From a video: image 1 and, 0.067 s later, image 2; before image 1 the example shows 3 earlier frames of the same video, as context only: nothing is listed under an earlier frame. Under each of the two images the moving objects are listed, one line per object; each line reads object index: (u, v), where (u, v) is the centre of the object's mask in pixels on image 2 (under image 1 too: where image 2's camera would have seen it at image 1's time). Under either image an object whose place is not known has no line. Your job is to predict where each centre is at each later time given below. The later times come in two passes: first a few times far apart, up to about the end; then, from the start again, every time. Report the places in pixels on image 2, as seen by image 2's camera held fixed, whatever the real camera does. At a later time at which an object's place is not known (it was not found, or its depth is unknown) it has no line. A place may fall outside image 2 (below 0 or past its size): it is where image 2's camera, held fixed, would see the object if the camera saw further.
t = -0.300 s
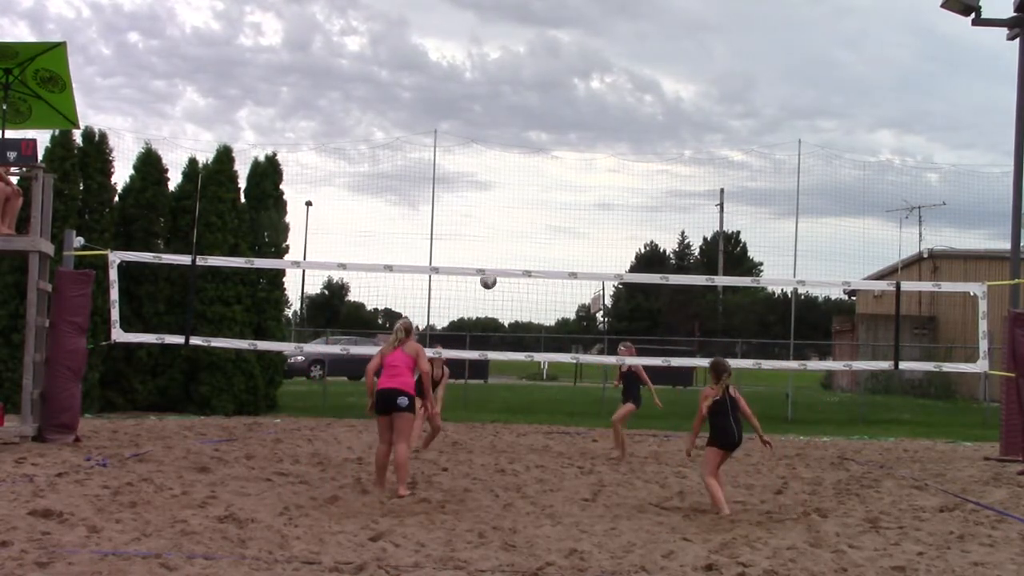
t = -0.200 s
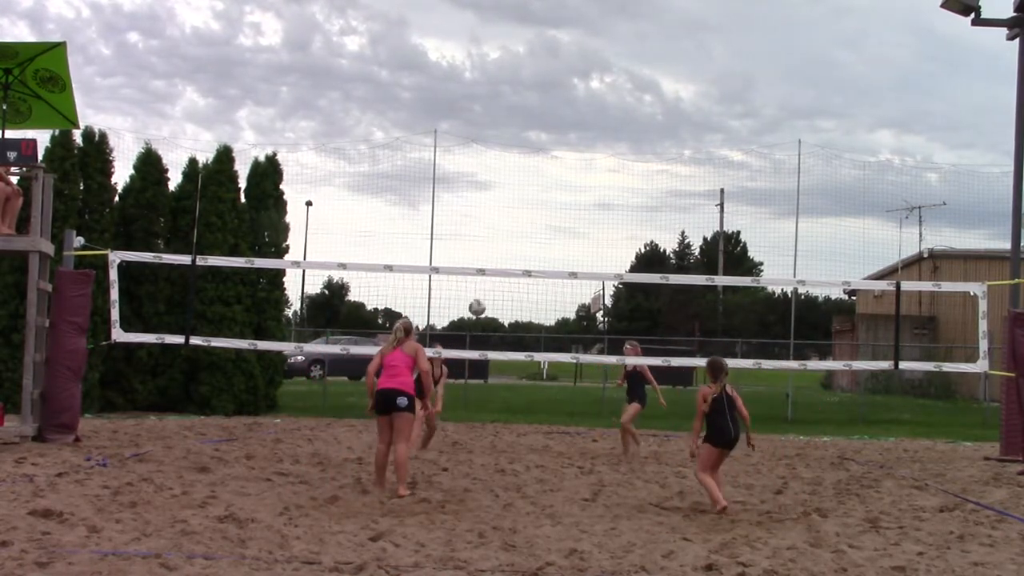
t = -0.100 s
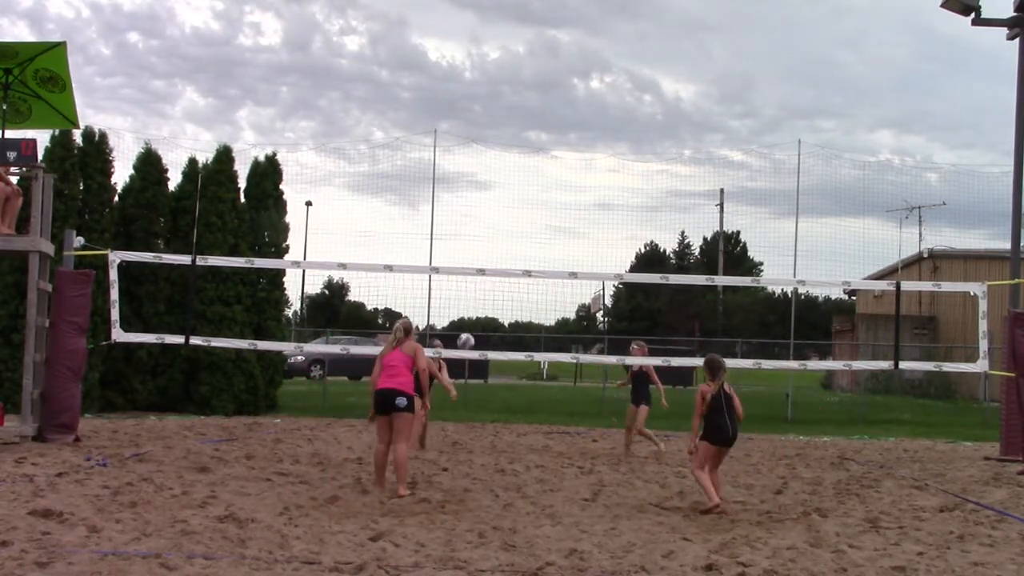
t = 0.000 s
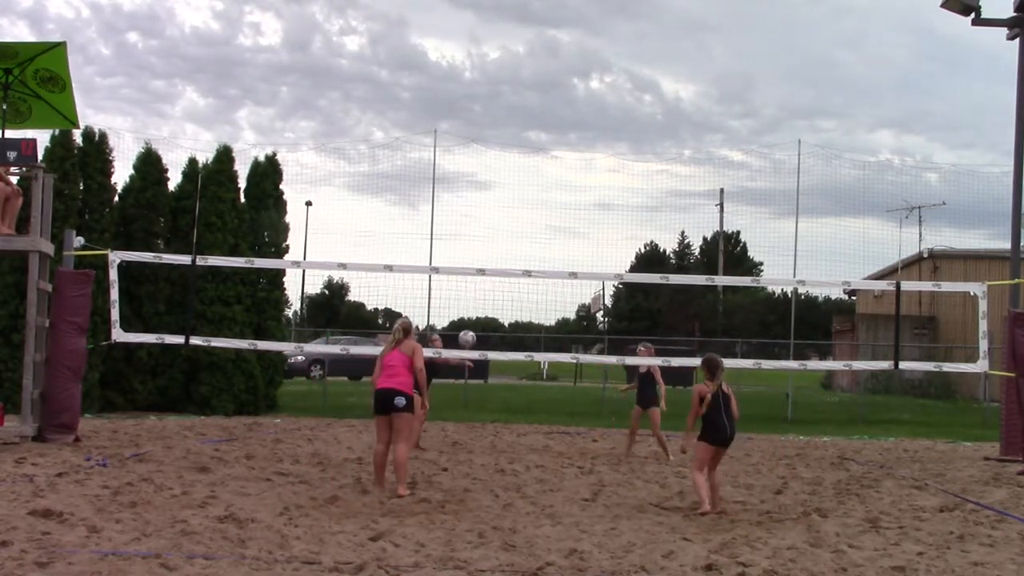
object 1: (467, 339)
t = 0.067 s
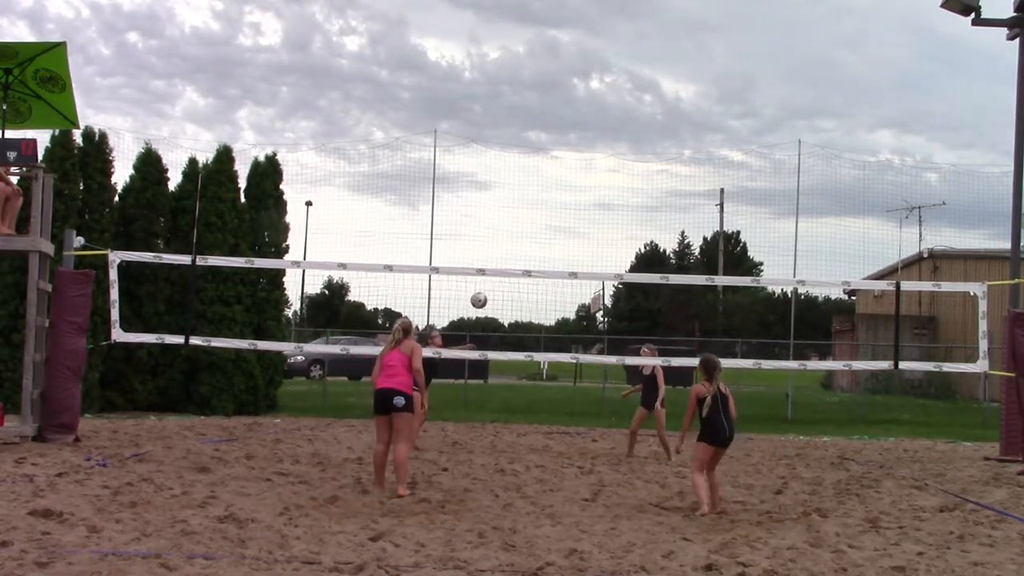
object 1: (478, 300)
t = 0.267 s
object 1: (515, 207)
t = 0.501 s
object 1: (554, 138)
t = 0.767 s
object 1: (597, 112)
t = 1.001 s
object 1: (634, 130)
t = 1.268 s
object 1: (672, 203)
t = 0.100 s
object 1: (485, 283)
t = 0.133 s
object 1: (491, 263)
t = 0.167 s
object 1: (497, 249)
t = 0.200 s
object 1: (503, 234)
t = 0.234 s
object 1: (508, 220)
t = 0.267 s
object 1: (515, 207)
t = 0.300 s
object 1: (521, 195)
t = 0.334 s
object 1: (526, 183)
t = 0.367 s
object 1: (532, 172)
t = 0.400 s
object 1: (538, 163)
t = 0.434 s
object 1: (543, 154)
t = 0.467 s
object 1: (549, 146)
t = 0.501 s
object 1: (554, 138)
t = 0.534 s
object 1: (560, 132)
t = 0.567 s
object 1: (565, 127)
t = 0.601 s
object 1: (571, 122)
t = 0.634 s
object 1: (576, 118)
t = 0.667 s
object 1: (582, 116)
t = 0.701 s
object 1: (587, 113)
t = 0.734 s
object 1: (592, 112)
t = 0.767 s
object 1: (597, 112)
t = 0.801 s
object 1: (603, 112)
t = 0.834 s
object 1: (608, 113)
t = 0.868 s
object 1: (613, 114)
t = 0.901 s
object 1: (618, 117)
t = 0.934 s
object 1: (623, 120)
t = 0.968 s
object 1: (628, 125)
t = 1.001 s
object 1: (634, 130)
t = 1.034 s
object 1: (638, 136)
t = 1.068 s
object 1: (643, 143)
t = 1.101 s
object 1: (648, 151)
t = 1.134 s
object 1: (653, 160)
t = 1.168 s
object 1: (658, 169)
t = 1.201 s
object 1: (662, 180)
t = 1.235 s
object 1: (667, 191)
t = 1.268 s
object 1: (672, 203)
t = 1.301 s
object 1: (677, 216)
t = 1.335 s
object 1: (682, 229)
